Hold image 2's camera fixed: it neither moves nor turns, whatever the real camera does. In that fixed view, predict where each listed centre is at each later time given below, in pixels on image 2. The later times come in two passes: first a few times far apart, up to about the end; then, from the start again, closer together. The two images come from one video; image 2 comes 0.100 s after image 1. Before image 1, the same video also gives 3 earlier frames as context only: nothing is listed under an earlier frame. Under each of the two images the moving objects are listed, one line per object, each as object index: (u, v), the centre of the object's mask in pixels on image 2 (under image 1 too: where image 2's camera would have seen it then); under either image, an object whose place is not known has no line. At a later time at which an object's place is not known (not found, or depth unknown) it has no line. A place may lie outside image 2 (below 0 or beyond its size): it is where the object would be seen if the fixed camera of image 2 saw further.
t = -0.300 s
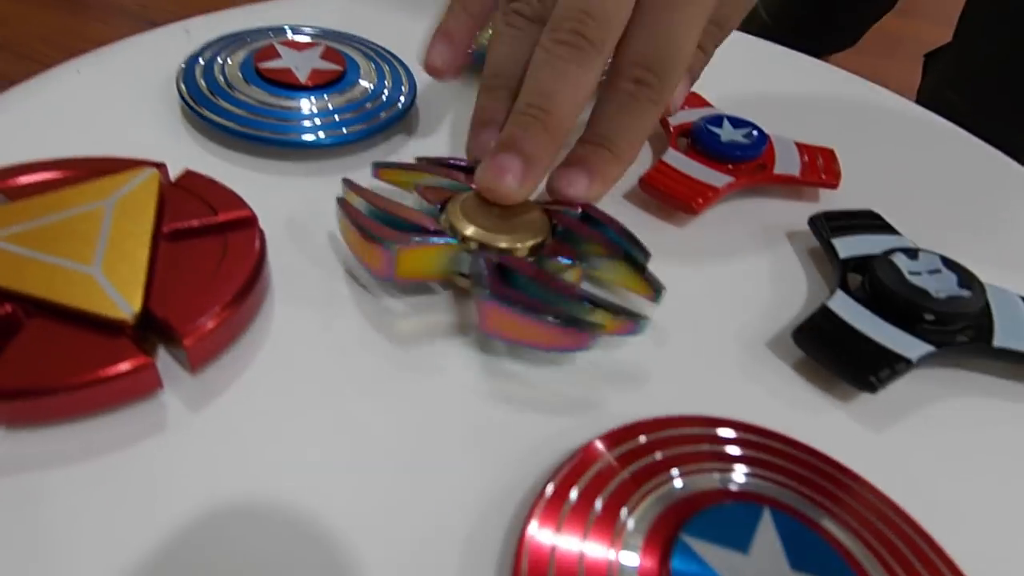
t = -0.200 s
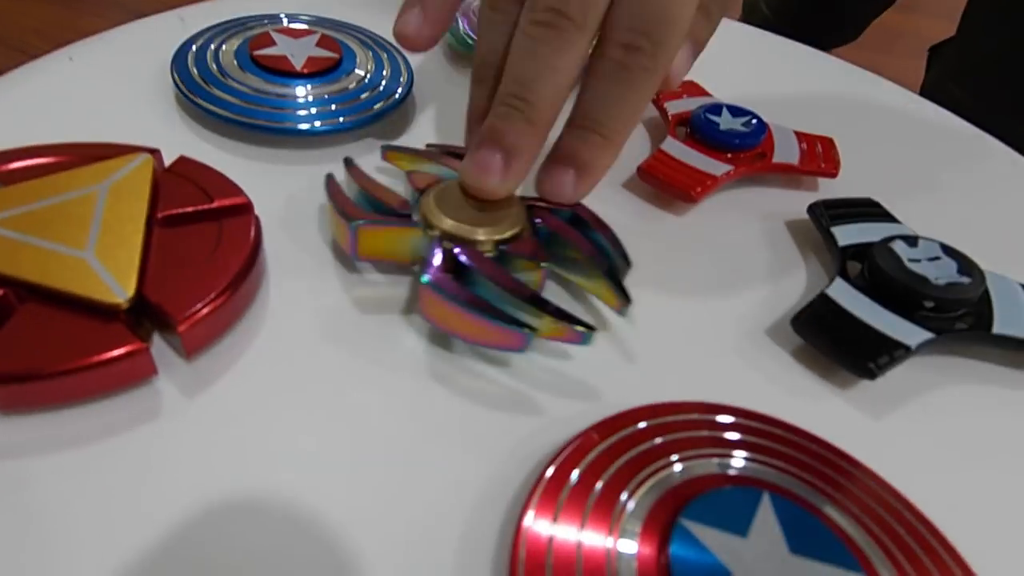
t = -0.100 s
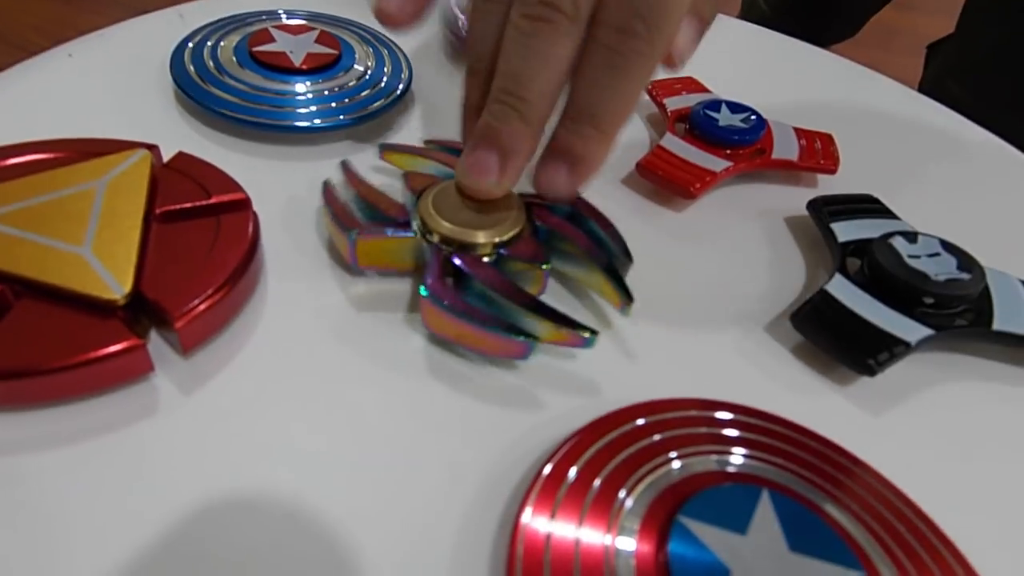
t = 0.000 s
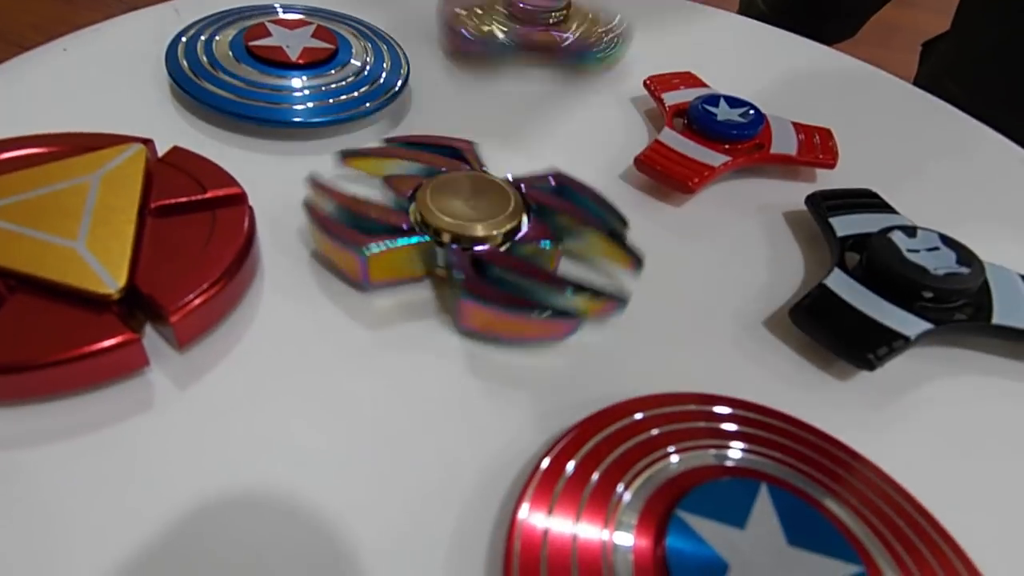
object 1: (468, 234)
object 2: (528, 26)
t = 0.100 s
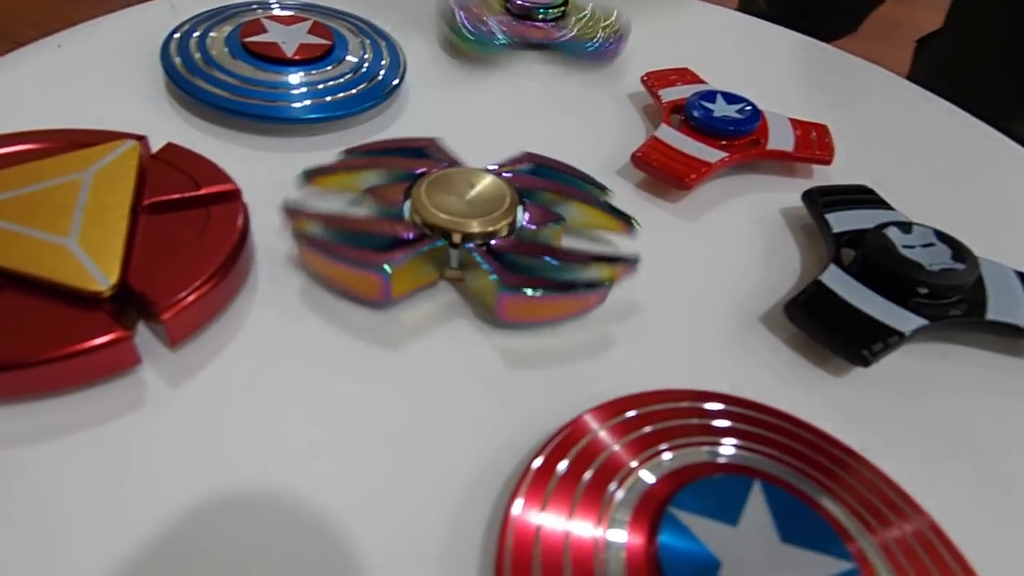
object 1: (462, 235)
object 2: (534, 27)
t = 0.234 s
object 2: (541, 24)
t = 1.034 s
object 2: (539, 27)
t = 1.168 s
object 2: (534, 25)
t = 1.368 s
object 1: (443, 234)
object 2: (532, 27)
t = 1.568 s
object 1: (454, 234)
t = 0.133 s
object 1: (460, 231)
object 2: (539, 28)
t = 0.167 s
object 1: (456, 235)
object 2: (536, 28)
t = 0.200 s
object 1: (455, 231)
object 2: (542, 25)
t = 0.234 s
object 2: (541, 24)
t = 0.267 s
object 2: (536, 25)
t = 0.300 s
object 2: (538, 22)
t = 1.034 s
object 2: (539, 27)
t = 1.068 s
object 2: (535, 26)
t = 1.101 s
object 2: (541, 26)
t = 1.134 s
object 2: (537, 27)
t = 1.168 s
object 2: (534, 25)
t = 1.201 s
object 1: (454, 230)
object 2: (542, 25)
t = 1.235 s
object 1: (451, 231)
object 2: (535, 26)
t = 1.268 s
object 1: (447, 236)
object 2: (533, 25)
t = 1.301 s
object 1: (445, 236)
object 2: (540, 27)
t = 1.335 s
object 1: (443, 238)
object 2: (533, 27)
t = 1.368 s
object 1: (443, 234)
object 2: (532, 27)
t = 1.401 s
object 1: (442, 236)
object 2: (539, 29)
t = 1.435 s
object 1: (443, 237)
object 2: (533, 30)
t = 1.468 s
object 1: (436, 256)
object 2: (533, 29)
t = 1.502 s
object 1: (446, 238)
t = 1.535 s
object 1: (448, 242)
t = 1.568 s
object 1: (454, 234)
